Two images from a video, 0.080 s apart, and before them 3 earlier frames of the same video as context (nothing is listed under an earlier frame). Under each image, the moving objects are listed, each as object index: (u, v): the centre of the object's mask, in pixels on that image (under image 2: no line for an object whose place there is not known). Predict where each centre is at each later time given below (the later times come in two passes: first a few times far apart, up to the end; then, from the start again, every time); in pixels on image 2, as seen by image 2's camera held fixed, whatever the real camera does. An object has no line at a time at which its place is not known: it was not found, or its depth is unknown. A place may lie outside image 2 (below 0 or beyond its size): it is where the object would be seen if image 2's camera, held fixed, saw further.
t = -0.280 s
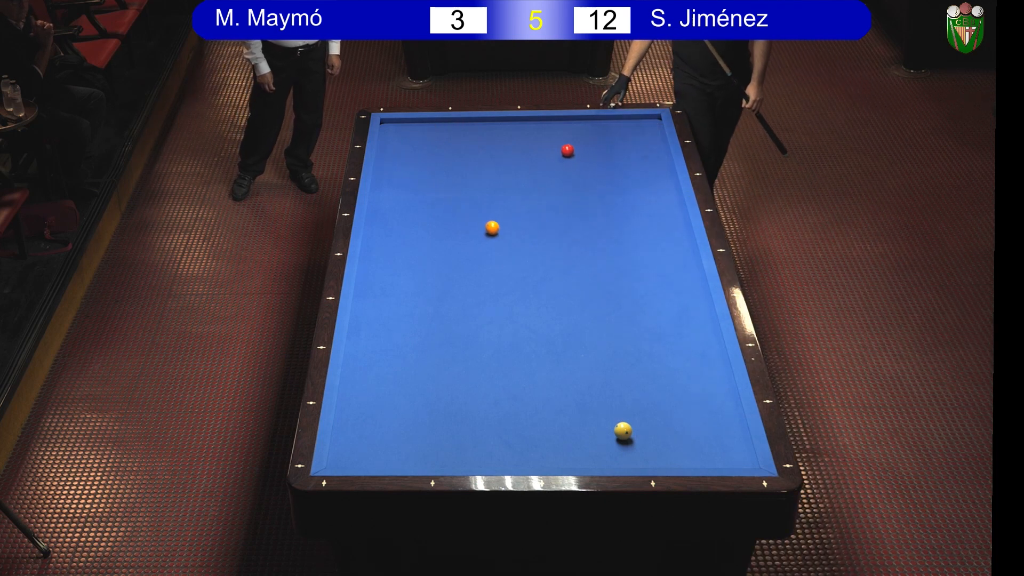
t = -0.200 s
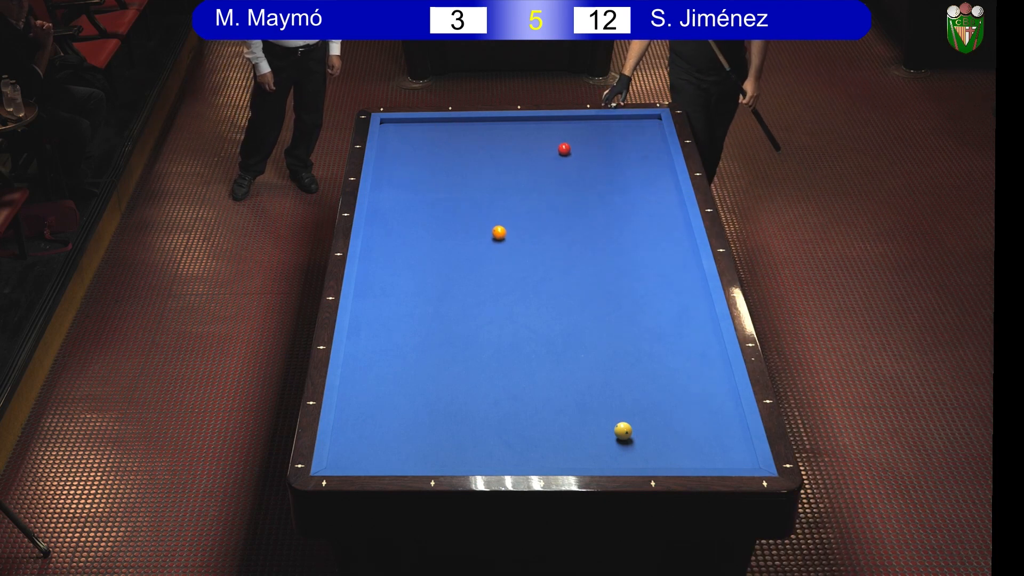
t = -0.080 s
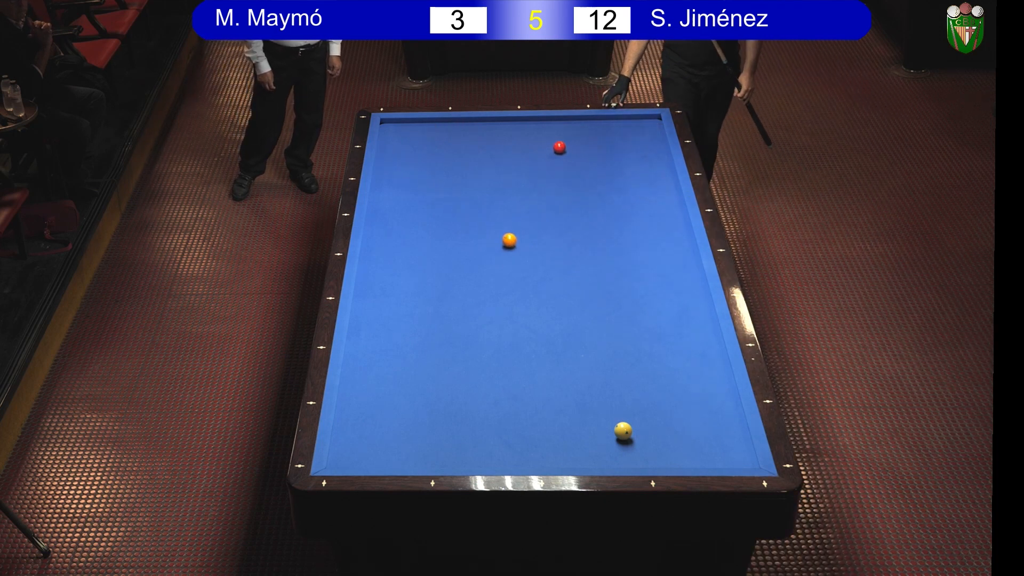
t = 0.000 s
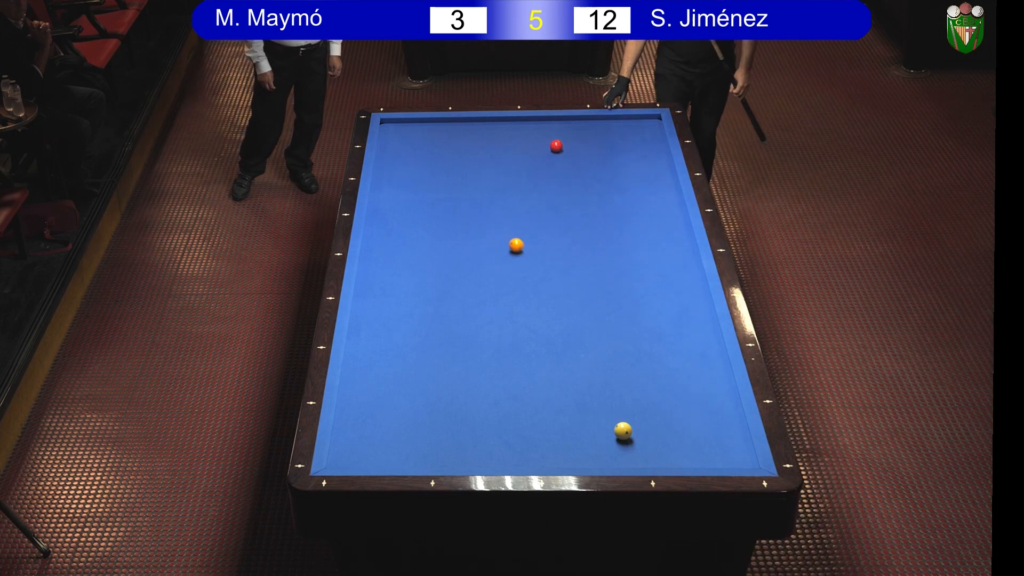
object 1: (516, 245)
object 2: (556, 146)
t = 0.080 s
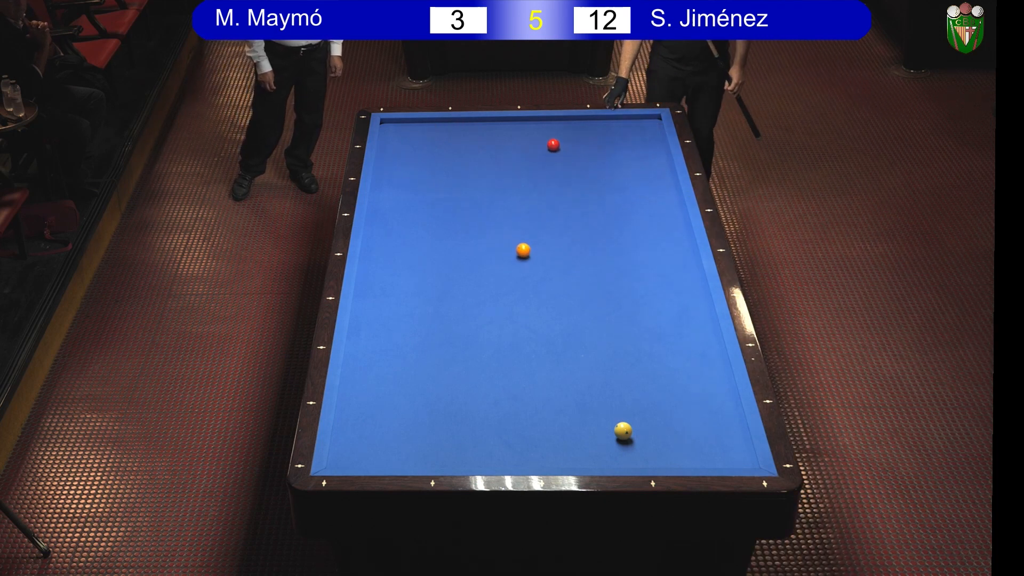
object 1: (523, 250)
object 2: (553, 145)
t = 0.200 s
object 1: (534, 258)
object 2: (548, 143)
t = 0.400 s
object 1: (551, 271)
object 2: (541, 140)
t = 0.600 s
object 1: (570, 285)
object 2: (535, 137)
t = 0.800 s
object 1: (588, 298)
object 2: (528, 135)
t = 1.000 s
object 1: (607, 312)
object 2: (521, 132)
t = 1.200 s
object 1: (627, 326)
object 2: (515, 130)
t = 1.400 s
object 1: (646, 341)
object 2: (510, 128)
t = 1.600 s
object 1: (666, 356)
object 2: (504, 125)
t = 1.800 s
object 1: (687, 371)
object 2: (499, 123)
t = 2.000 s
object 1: (707, 387)
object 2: (494, 121)
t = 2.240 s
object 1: (733, 406)
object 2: (489, 120)
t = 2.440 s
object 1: (728, 419)
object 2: (486, 121)
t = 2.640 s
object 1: (723, 431)
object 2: (483, 122)
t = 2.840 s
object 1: (719, 444)
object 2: (480, 123)
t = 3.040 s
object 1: (714, 456)
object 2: (478, 124)
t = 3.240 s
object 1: (709, 460)
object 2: (476, 125)
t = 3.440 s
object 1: (704, 454)
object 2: (474, 125)
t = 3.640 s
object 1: (698, 448)
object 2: (472, 126)
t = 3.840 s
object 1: (693, 442)
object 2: (471, 126)
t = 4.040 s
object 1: (688, 436)
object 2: (469, 127)
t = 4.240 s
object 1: (684, 430)
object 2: (469, 127)
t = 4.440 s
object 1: (679, 425)
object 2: (468, 127)
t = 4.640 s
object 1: (676, 420)
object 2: (468, 128)
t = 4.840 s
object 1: (672, 416)
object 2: (468, 128)
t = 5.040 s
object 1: (668, 411)
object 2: (468, 128)
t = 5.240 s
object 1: (665, 407)
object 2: (468, 128)
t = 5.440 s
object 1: (662, 404)
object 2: (468, 128)
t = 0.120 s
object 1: (526, 253)
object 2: (552, 144)
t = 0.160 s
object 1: (530, 255)
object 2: (550, 144)
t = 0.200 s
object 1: (534, 258)
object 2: (548, 143)
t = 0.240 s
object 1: (537, 261)
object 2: (547, 142)
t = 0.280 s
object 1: (541, 263)
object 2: (546, 142)
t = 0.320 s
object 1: (544, 266)
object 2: (544, 141)
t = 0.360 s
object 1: (548, 268)
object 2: (543, 141)
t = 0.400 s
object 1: (551, 271)
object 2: (541, 140)
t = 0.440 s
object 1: (555, 274)
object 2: (540, 139)
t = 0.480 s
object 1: (559, 276)
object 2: (539, 139)
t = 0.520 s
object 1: (562, 279)
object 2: (537, 138)
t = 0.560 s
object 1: (566, 282)
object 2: (536, 138)
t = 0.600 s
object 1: (570, 285)
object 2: (535, 137)
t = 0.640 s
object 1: (574, 287)
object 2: (533, 137)
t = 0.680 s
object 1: (577, 290)
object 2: (532, 136)
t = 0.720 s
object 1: (581, 293)
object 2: (530, 136)
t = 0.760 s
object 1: (585, 295)
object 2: (529, 135)
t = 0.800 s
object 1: (588, 298)
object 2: (528, 135)
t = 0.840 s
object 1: (592, 301)
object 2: (527, 134)
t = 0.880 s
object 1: (596, 304)
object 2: (525, 134)
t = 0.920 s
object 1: (600, 306)
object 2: (524, 133)
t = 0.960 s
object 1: (603, 309)
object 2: (523, 133)
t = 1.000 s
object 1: (607, 312)
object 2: (521, 132)
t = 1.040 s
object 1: (611, 315)
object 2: (520, 132)
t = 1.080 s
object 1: (615, 318)
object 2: (519, 131)
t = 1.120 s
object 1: (619, 321)
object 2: (518, 131)
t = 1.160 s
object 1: (623, 323)
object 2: (517, 130)
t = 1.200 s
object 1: (627, 326)
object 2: (515, 130)
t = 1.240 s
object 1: (631, 329)
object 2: (514, 129)
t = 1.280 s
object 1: (634, 332)
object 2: (513, 129)
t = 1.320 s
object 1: (638, 335)
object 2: (512, 128)
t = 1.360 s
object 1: (642, 338)
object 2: (511, 128)
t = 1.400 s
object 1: (646, 341)
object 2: (510, 128)
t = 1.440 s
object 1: (650, 344)
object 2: (509, 127)
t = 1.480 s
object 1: (654, 347)
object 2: (507, 127)
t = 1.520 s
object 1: (658, 350)
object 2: (506, 126)
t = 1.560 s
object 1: (662, 353)
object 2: (505, 126)
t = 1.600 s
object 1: (666, 356)
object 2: (504, 125)
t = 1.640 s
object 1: (670, 359)
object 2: (503, 125)
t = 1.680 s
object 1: (674, 362)
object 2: (502, 125)
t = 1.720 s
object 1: (678, 365)
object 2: (501, 124)
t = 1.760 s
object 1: (683, 368)
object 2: (500, 124)
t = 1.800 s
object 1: (687, 371)
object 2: (499, 123)
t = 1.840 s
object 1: (691, 374)
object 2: (498, 123)
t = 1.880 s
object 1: (695, 377)
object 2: (497, 122)
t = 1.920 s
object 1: (699, 380)
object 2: (496, 122)
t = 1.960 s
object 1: (703, 383)
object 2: (495, 122)
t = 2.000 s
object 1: (707, 387)
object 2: (494, 121)
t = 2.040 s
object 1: (712, 390)
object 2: (493, 121)
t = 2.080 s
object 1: (716, 393)
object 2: (492, 121)
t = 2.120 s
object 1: (720, 396)
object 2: (491, 120)
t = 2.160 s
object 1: (724, 400)
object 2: (490, 120)
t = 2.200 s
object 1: (728, 403)
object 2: (490, 120)
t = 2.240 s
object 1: (733, 406)
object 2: (489, 120)
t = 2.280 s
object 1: (732, 408)
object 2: (488, 121)
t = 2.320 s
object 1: (731, 411)
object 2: (488, 121)
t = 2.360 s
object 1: (730, 414)
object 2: (487, 121)
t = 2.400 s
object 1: (729, 416)
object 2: (487, 121)
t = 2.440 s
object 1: (728, 419)
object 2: (486, 121)
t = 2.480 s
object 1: (727, 421)
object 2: (485, 121)
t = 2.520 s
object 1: (726, 424)
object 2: (485, 122)
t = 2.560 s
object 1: (725, 426)
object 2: (484, 122)
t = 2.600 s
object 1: (724, 428)
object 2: (483, 122)
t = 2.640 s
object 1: (723, 431)
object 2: (483, 122)
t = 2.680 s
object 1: (722, 434)
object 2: (482, 123)
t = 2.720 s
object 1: (722, 436)
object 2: (482, 123)
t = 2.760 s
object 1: (721, 439)
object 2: (481, 123)
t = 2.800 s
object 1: (720, 441)
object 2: (481, 123)
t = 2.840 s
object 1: (719, 444)
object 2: (480, 123)
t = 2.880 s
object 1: (718, 446)
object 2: (480, 123)
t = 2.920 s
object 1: (717, 449)
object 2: (479, 124)
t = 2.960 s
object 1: (716, 451)
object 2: (479, 124)
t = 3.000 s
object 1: (715, 454)
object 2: (478, 124)
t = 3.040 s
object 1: (714, 456)
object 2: (478, 124)
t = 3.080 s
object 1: (713, 458)
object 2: (477, 124)
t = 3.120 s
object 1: (713, 460)
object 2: (477, 124)
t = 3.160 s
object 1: (712, 462)
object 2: (476, 125)
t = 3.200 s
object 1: (710, 461)
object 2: (476, 125)
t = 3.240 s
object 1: (709, 460)
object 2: (476, 125)
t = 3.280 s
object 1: (708, 459)
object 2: (475, 125)
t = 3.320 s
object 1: (707, 458)
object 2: (475, 125)
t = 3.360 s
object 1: (706, 457)
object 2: (474, 125)
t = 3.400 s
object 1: (705, 455)
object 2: (474, 125)
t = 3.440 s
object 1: (704, 454)
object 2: (474, 125)
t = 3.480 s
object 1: (702, 452)
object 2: (473, 126)
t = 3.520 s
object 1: (701, 451)
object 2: (473, 126)
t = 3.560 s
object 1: (700, 450)
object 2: (473, 126)
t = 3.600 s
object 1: (699, 449)
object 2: (472, 126)
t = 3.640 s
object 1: (698, 448)
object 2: (472, 126)
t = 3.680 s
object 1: (697, 446)
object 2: (472, 126)
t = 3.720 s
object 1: (696, 445)
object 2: (471, 126)
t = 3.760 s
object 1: (695, 444)
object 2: (471, 126)
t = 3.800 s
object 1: (694, 443)
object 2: (471, 126)
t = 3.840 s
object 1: (693, 442)
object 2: (471, 126)
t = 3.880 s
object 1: (692, 440)
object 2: (470, 126)
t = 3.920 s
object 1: (691, 439)
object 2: (470, 127)
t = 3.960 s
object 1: (690, 438)
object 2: (470, 127)
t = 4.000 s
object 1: (689, 437)
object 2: (470, 127)
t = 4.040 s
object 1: (688, 436)
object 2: (469, 127)
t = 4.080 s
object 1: (687, 434)
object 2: (469, 127)
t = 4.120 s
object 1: (686, 433)
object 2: (469, 127)
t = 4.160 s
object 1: (686, 432)
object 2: (469, 127)
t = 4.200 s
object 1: (685, 431)
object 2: (469, 127)
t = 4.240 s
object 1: (684, 430)
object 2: (469, 127)
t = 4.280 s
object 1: (683, 429)
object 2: (468, 127)
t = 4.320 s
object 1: (682, 428)
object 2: (468, 127)
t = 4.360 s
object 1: (681, 427)
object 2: (468, 127)
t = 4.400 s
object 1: (680, 426)
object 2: (468, 127)
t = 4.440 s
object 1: (679, 425)
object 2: (468, 127)
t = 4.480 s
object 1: (679, 424)
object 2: (468, 128)
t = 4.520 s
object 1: (678, 423)
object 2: (468, 128)
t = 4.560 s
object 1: (677, 422)
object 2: (468, 128)
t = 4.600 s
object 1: (676, 421)
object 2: (468, 128)
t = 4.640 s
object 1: (676, 420)
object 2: (468, 128)
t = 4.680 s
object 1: (675, 419)
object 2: (468, 128)
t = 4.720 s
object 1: (674, 419)
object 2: (468, 128)
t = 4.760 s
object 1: (673, 417)
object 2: (468, 128)
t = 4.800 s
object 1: (673, 417)
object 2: (468, 128)
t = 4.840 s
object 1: (672, 416)
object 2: (468, 128)
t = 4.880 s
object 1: (671, 415)
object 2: (468, 128)
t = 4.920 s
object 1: (670, 414)
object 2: (468, 128)
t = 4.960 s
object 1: (670, 413)
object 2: (468, 128)
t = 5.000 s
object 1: (669, 412)
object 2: (468, 128)
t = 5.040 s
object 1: (668, 411)
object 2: (468, 128)
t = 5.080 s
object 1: (668, 411)
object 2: (468, 128)
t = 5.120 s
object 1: (667, 410)
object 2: (468, 128)
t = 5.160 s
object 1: (666, 409)
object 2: (468, 128)
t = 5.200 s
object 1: (666, 408)
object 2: (468, 128)
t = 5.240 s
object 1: (665, 407)
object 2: (468, 128)
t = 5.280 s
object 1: (665, 407)
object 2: (468, 128)
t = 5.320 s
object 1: (664, 406)
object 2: (468, 128)
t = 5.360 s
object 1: (663, 405)
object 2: (468, 128)
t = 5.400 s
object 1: (663, 404)
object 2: (468, 128)
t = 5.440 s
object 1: (662, 404)
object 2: (468, 128)
